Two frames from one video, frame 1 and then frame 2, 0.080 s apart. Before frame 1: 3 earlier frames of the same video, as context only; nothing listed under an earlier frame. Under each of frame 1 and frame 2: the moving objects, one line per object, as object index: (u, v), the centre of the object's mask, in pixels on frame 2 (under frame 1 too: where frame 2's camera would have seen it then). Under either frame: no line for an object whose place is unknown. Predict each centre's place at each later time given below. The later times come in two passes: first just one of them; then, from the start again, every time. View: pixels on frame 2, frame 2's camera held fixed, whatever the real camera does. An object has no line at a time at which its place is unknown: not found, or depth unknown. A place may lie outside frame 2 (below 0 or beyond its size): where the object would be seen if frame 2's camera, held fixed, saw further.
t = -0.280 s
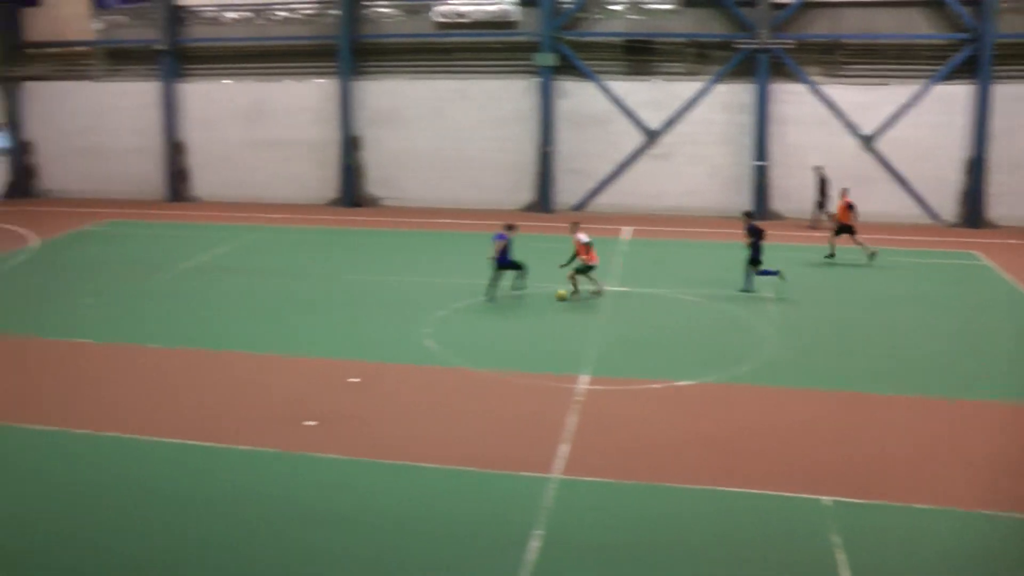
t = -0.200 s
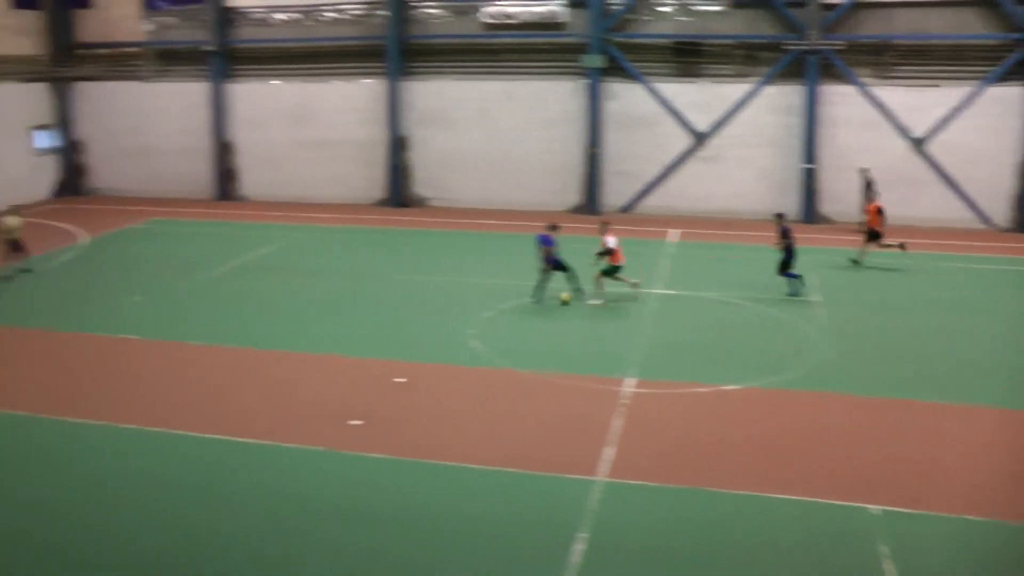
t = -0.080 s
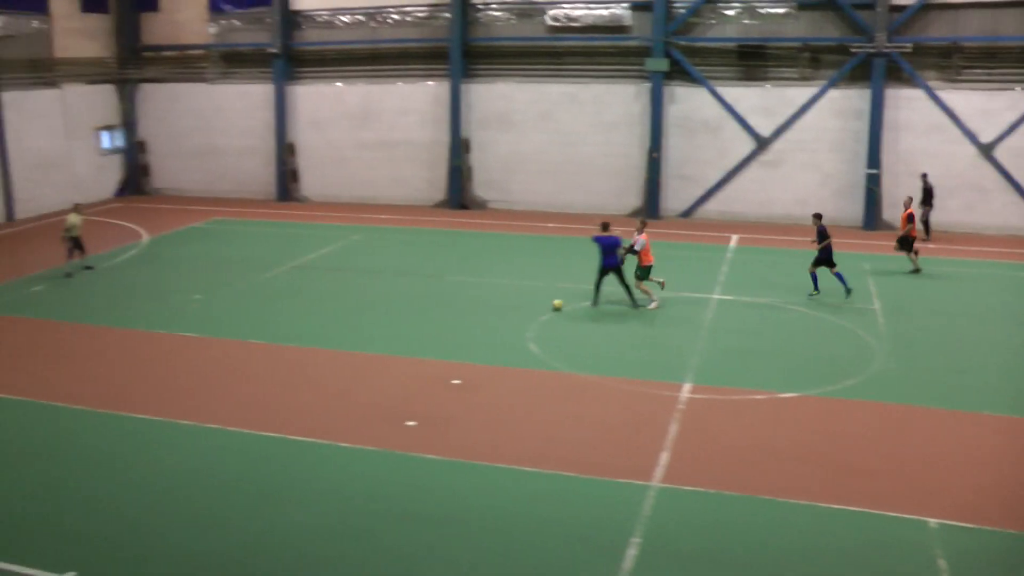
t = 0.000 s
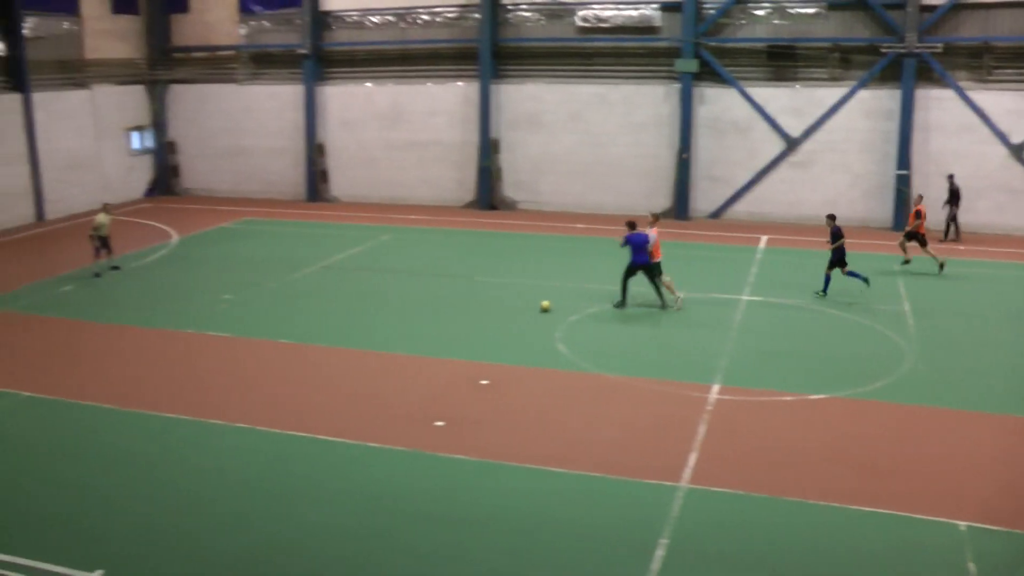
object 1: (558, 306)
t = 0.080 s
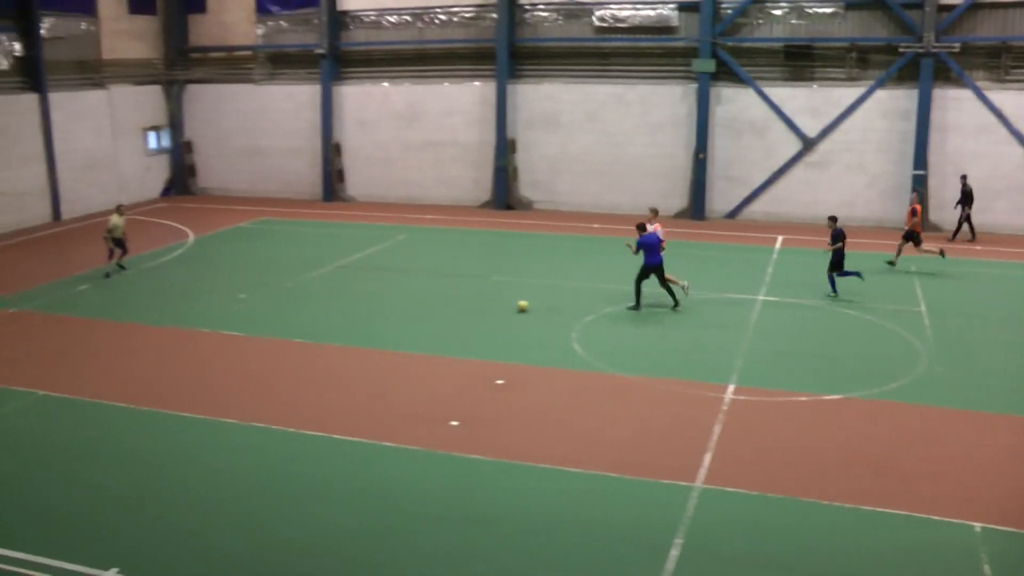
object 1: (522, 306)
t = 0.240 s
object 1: (454, 307)
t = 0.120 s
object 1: (504, 307)
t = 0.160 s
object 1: (487, 307)
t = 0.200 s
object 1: (470, 307)
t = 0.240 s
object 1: (454, 307)
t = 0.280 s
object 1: (439, 307)
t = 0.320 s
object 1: (424, 308)
